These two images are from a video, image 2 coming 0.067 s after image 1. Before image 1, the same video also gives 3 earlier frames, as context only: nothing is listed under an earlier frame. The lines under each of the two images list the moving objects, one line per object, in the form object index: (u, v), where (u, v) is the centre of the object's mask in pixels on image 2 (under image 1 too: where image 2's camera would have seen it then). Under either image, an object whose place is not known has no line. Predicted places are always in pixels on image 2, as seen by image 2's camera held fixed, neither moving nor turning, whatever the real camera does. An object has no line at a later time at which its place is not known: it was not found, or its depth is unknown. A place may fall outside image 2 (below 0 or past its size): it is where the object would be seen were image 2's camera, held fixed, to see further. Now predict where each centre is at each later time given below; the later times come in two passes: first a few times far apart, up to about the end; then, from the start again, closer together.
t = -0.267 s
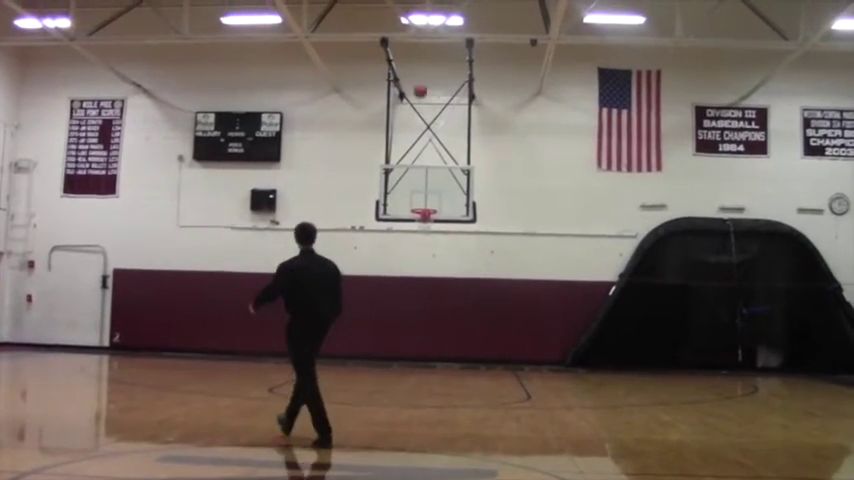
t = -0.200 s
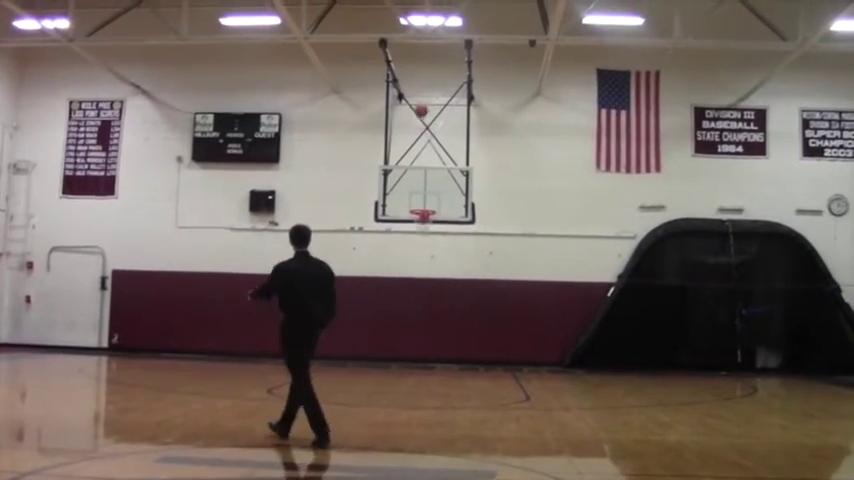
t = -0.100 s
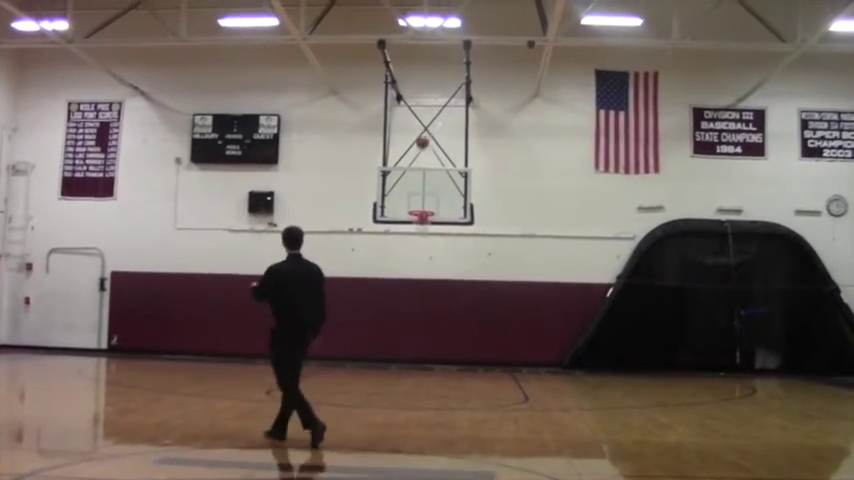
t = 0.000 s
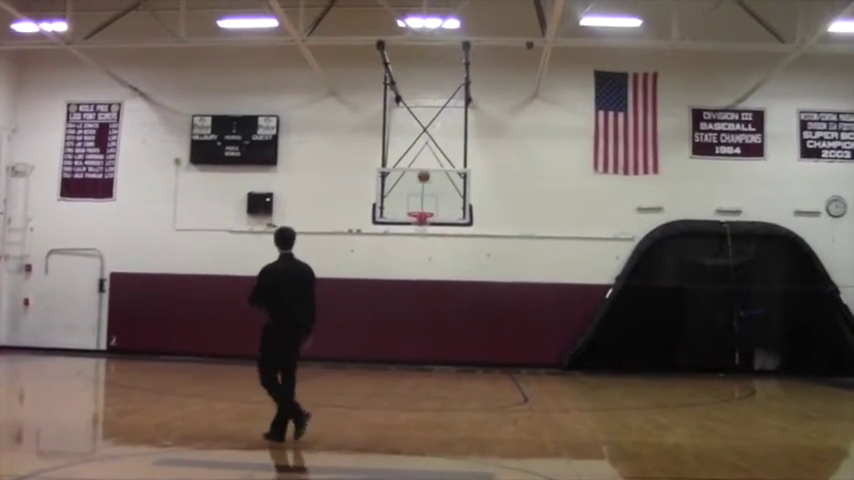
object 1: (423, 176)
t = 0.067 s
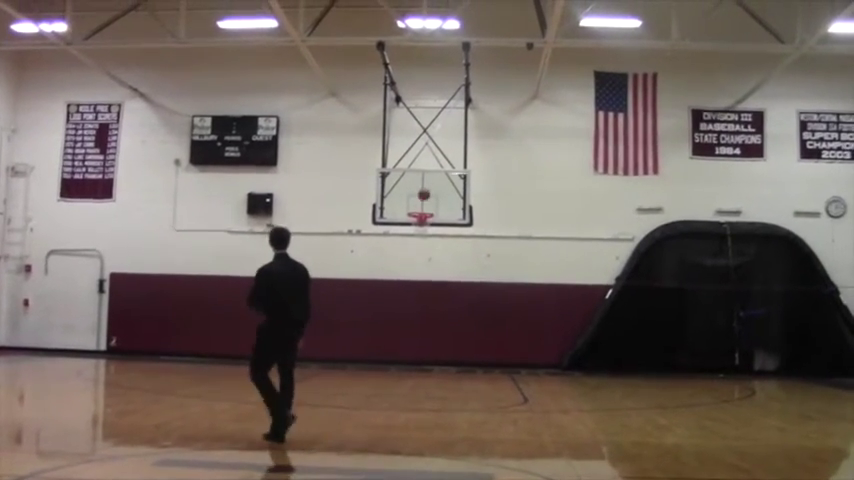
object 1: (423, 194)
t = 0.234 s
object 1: (419, 206)
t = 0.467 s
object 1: (414, 227)
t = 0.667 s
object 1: (407, 275)
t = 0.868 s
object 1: (398, 359)
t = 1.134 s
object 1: (391, 318)
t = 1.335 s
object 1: (384, 276)
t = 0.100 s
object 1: (422, 199)
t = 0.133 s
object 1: (421, 205)
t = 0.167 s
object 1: (421, 206)
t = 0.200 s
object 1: (420, 206)
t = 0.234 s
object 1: (419, 206)
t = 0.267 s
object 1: (419, 207)
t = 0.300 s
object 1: (418, 209)
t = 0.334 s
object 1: (417, 211)
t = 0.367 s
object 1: (416, 214)
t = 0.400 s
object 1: (416, 218)
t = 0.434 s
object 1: (415, 221)
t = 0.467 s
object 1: (414, 227)
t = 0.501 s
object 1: (413, 234)
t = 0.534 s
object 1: (412, 241)
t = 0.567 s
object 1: (411, 248)
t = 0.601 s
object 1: (409, 257)
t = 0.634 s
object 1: (408, 267)
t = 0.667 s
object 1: (407, 275)
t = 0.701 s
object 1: (406, 287)
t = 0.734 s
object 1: (404, 300)
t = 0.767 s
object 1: (403, 313)
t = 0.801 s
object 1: (402, 327)
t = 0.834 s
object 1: (400, 343)
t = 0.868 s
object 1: (398, 359)
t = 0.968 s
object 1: (395, 372)
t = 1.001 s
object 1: (394, 359)
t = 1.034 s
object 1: (393, 347)
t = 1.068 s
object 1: (392, 338)
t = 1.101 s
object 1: (391, 328)
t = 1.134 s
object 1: (391, 318)
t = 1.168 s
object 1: (390, 309)
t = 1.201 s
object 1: (389, 301)
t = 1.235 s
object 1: (388, 293)
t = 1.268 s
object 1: (387, 287)
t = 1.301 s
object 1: (386, 281)
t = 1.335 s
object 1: (384, 276)
